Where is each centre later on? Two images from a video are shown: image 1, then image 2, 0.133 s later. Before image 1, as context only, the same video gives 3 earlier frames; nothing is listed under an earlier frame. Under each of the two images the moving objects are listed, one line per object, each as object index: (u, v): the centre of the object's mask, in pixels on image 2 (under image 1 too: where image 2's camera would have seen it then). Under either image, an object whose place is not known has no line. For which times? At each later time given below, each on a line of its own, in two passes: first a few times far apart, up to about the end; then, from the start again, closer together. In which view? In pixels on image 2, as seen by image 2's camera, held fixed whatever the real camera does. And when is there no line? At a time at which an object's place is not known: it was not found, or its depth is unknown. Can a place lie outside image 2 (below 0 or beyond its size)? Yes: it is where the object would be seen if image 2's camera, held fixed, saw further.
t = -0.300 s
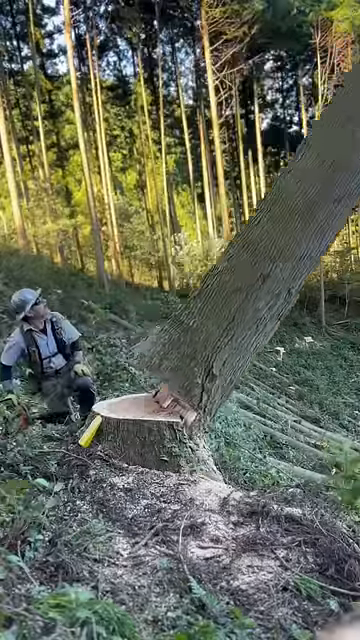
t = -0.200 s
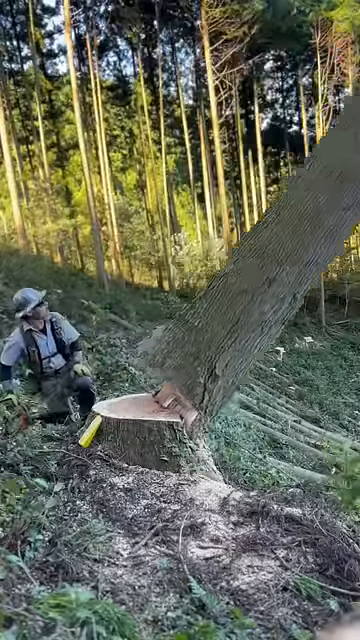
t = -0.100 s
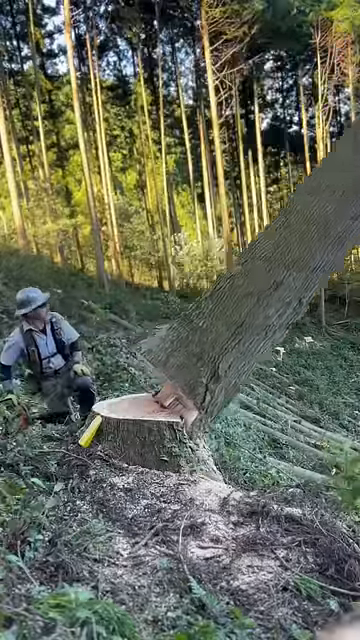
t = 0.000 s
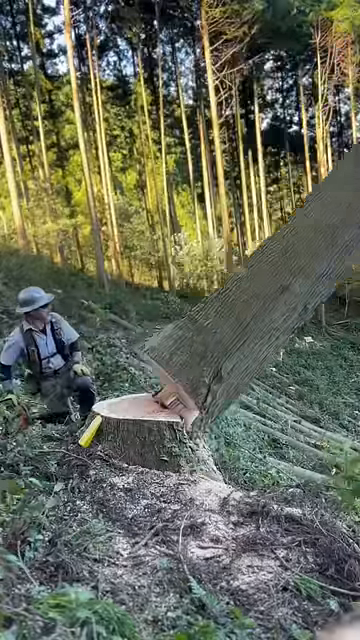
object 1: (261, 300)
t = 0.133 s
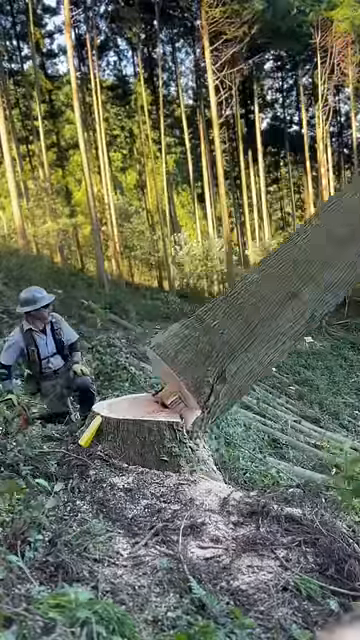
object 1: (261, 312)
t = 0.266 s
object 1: (262, 323)
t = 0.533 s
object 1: (265, 348)
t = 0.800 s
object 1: (292, 407)
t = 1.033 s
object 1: (325, 474)
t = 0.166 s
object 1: (261, 315)
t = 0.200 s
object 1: (262, 318)
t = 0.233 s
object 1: (262, 320)
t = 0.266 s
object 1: (262, 323)
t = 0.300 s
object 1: (262, 325)
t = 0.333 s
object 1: (261, 328)
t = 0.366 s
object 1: (260, 332)
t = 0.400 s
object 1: (261, 334)
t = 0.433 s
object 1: (261, 338)
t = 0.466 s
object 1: (262, 342)
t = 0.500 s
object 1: (263, 345)
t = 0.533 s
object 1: (265, 348)
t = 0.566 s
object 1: (266, 352)
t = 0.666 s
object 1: (276, 366)
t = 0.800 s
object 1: (292, 407)
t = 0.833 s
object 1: (297, 419)
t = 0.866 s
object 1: (302, 432)
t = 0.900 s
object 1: (307, 445)
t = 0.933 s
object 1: (314, 454)
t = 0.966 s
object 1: (318, 465)
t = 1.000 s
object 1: (322, 471)
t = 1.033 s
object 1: (325, 474)
